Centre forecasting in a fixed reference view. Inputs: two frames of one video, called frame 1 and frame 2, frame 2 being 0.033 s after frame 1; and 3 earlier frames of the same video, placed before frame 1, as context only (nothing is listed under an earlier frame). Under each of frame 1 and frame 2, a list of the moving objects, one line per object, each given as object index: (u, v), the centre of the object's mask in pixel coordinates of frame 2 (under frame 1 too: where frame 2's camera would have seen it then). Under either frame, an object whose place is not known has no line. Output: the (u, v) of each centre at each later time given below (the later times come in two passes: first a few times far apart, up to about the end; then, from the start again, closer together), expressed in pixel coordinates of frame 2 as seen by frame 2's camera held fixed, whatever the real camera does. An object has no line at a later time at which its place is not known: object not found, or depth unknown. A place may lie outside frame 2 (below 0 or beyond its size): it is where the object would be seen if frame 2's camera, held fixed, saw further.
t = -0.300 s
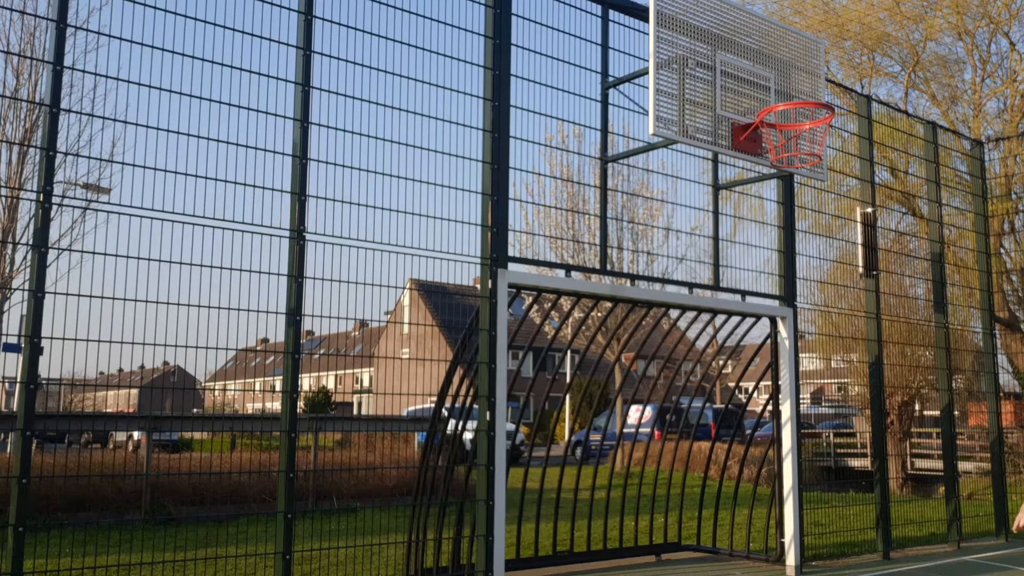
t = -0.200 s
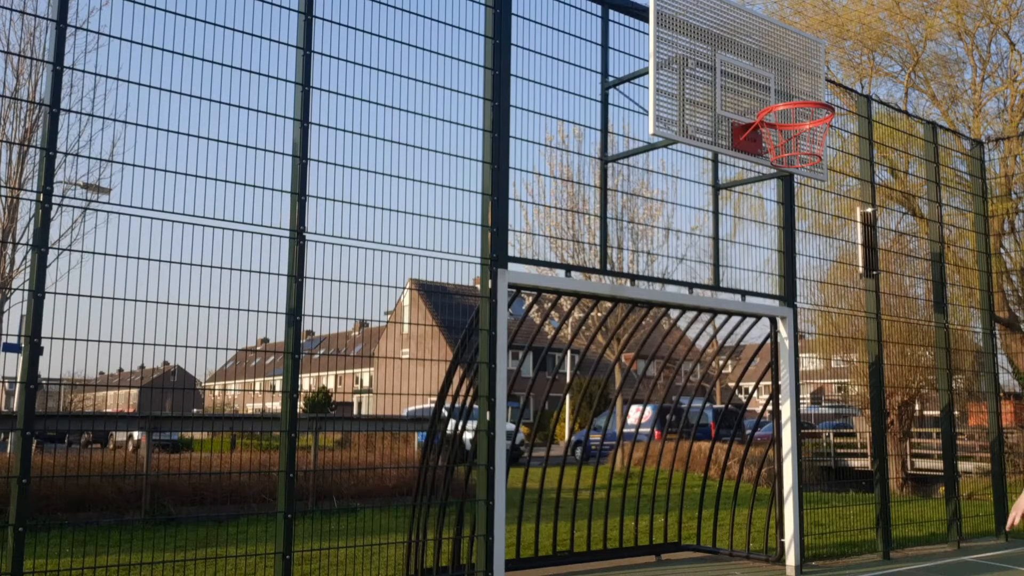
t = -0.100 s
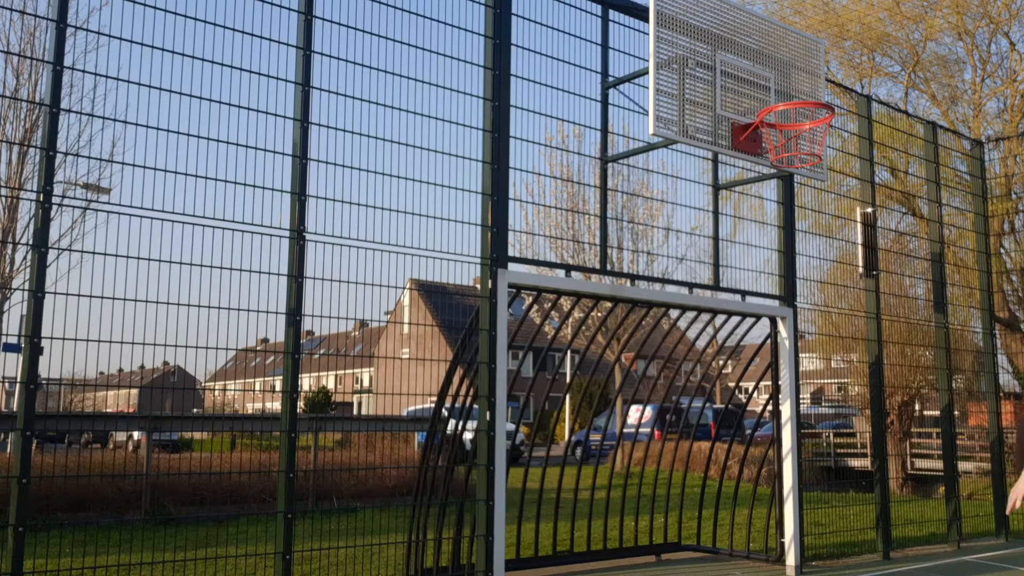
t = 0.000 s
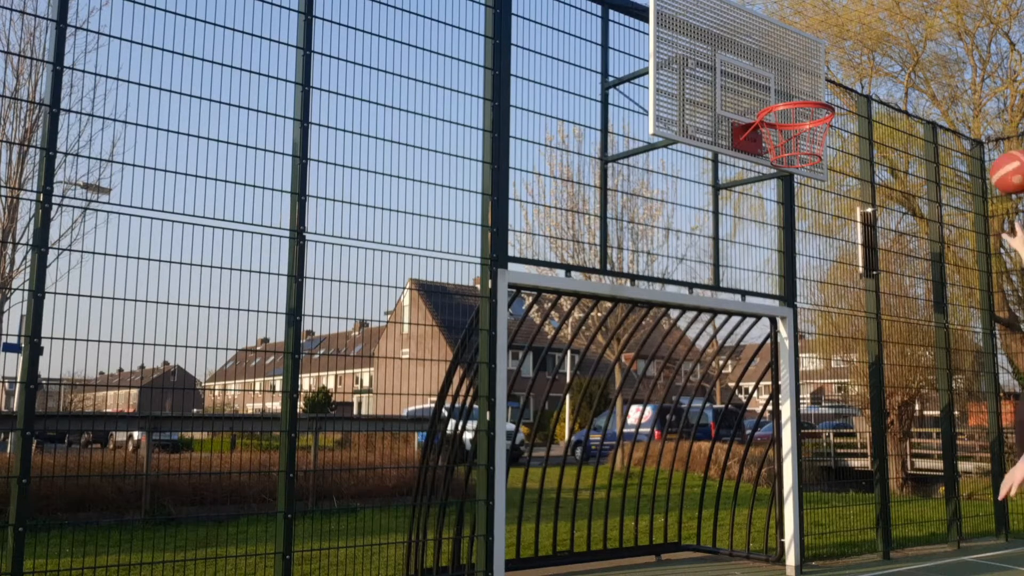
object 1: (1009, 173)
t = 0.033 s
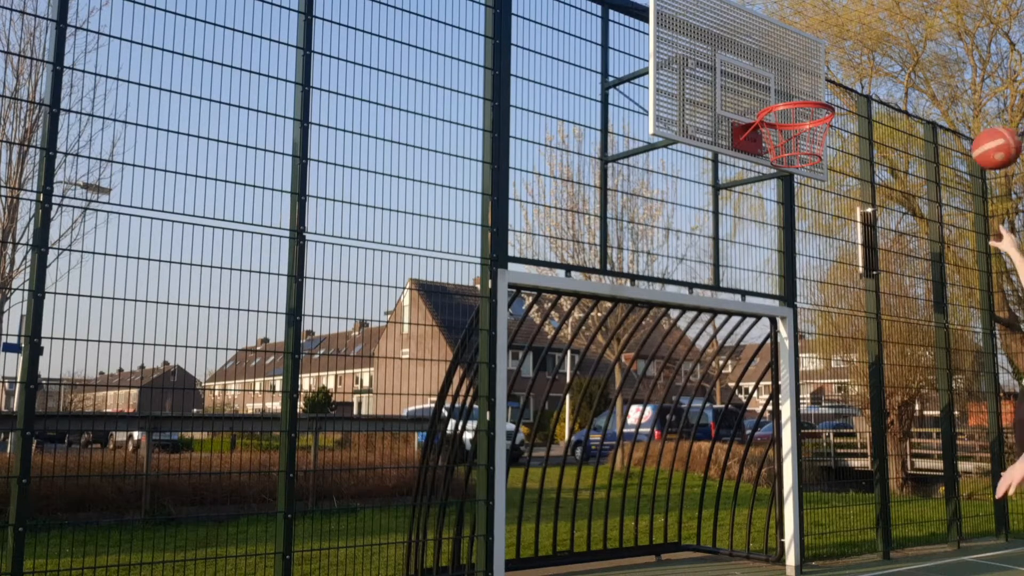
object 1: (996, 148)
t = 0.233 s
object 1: (896, 61)
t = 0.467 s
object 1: (805, 53)
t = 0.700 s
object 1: (738, 106)
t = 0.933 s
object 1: (718, 89)
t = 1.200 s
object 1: (696, 178)
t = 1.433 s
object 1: (675, 380)
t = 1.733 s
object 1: (649, 523)
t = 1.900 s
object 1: (637, 370)
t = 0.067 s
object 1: (978, 127)
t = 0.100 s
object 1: (961, 109)
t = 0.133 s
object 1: (943, 94)
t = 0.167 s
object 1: (927, 80)
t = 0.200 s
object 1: (911, 70)
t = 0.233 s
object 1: (896, 61)
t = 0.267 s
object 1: (882, 54)
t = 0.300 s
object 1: (868, 50)
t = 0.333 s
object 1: (855, 47)
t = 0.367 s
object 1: (841, 46)
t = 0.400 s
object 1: (829, 47)
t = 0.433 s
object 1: (817, 49)
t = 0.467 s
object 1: (805, 53)
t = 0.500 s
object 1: (793, 58)
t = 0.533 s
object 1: (782, 65)
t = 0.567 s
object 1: (771, 74)
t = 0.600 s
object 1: (760, 84)
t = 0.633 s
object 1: (750, 96)
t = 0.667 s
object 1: (740, 108)
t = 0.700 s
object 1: (738, 106)
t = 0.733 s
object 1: (734, 99)
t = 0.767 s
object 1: (731, 94)
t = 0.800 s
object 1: (729, 89)
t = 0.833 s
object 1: (726, 86)
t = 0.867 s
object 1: (723, 86)
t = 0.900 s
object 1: (721, 86)
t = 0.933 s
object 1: (718, 89)
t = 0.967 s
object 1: (716, 93)
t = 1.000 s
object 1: (713, 99)
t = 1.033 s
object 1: (710, 107)
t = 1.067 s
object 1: (707, 117)
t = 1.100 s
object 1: (704, 129)
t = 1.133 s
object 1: (701, 143)
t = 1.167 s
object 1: (698, 159)
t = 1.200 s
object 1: (696, 178)
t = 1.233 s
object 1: (693, 199)
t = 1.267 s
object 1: (690, 222)
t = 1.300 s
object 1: (687, 248)
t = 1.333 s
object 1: (684, 277)
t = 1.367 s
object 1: (681, 308)
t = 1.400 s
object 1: (678, 342)
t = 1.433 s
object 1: (675, 380)
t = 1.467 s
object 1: (672, 421)
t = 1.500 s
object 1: (669, 466)
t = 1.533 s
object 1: (666, 514)
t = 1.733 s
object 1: (649, 523)
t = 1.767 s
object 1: (647, 488)
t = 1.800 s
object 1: (644, 455)
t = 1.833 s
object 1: (642, 424)
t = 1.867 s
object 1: (639, 396)
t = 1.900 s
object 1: (637, 370)
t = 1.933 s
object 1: (635, 346)
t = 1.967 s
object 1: (633, 324)
